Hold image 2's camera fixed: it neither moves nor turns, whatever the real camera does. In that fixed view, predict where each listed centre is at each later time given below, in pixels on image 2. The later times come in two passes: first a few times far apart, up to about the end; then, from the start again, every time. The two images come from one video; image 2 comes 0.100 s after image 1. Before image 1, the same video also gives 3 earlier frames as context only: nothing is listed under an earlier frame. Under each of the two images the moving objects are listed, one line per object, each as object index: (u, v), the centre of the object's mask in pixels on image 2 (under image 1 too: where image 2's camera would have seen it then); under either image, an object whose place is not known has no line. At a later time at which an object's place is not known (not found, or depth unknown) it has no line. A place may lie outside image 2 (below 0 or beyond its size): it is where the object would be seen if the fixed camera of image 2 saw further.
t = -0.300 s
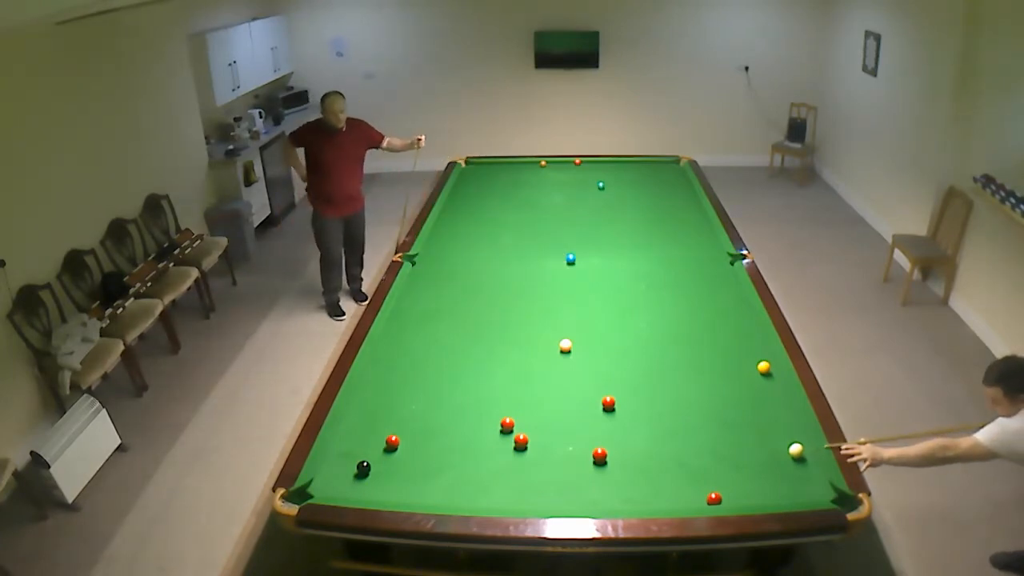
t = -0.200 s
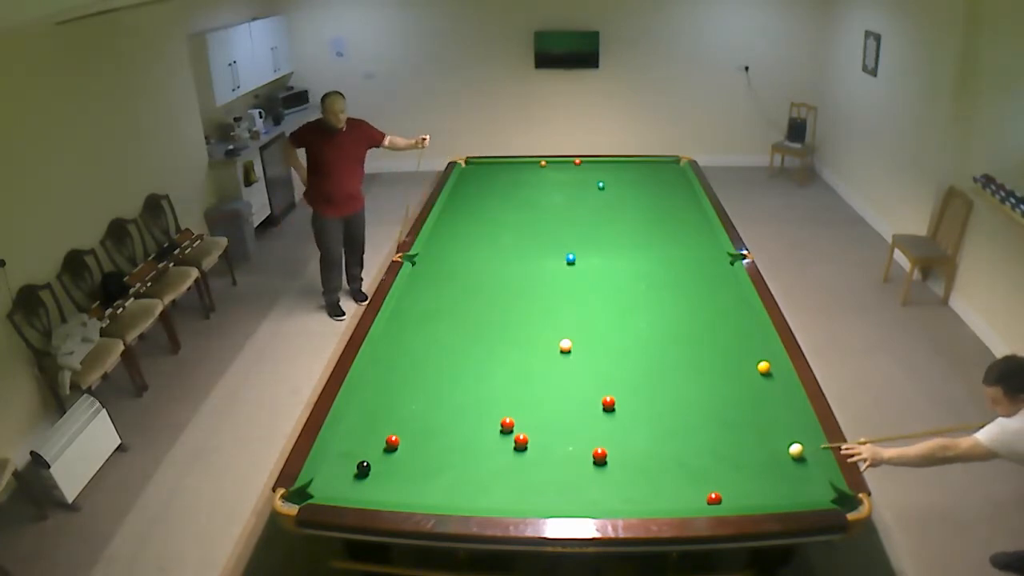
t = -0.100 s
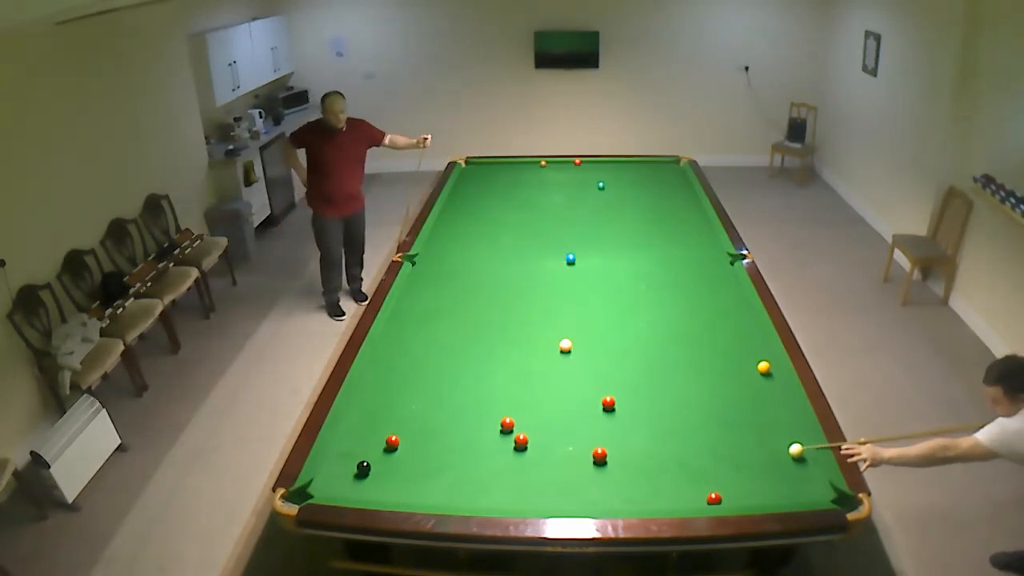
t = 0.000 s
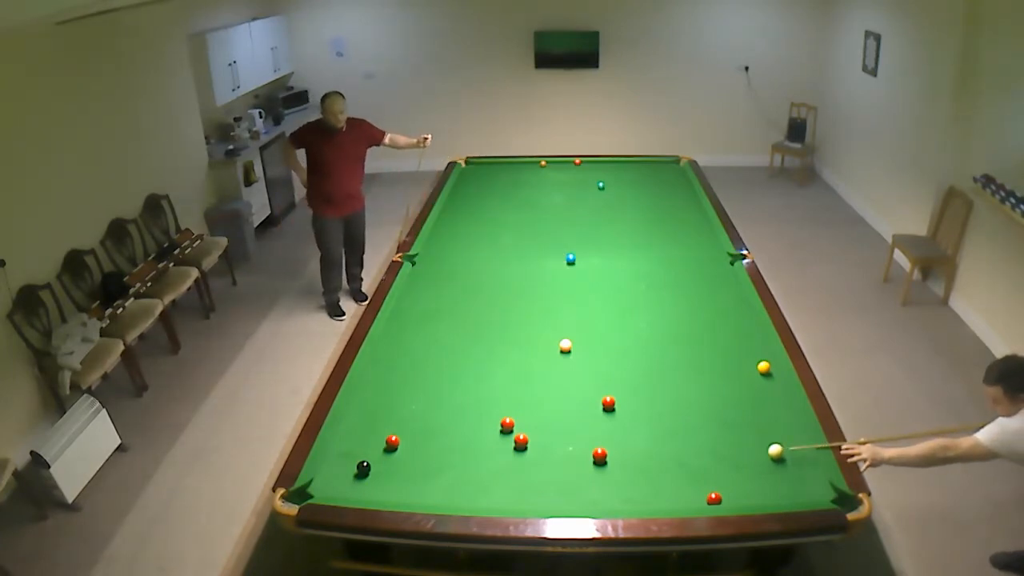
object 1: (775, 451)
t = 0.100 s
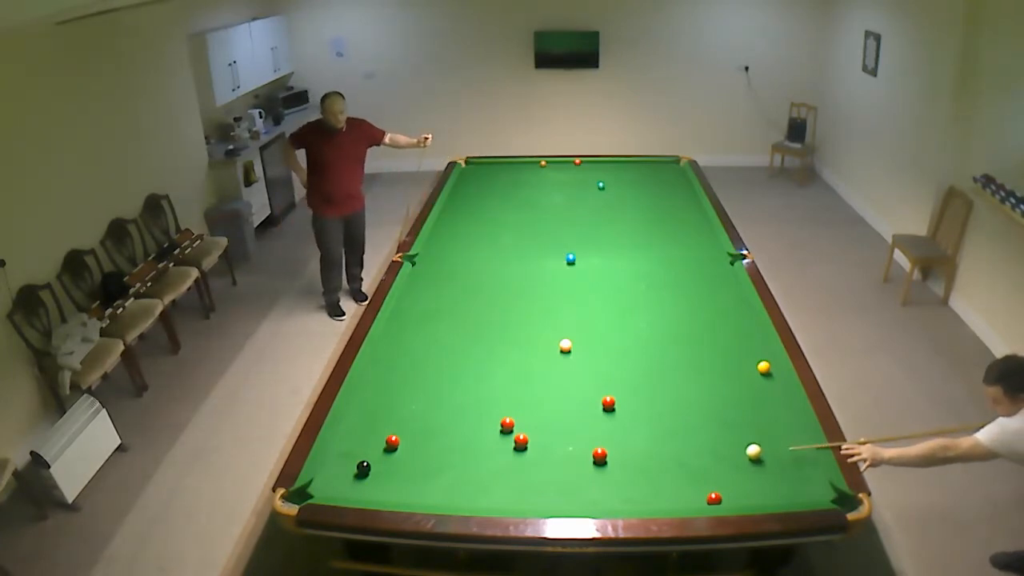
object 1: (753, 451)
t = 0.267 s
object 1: (717, 452)
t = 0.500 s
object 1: (665, 452)
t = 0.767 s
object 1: (613, 450)
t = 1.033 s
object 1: (598, 443)
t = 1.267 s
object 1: (586, 436)
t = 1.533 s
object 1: (573, 430)
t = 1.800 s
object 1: (562, 425)
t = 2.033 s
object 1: (554, 421)
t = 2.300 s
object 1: (545, 417)
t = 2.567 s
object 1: (538, 414)
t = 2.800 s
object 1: (533, 411)
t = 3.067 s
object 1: (528, 409)
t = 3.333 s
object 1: (525, 407)
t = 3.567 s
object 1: (523, 407)
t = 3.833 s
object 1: (521, 406)
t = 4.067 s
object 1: (520, 406)
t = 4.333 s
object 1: (520, 406)
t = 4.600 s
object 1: (521, 406)
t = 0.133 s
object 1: (746, 452)
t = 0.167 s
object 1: (739, 452)
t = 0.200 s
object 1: (731, 452)
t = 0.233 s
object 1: (724, 452)
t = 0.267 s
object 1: (717, 452)
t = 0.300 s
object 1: (709, 452)
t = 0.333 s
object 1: (702, 452)
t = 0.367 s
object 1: (694, 452)
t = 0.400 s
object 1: (687, 452)
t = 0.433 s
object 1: (680, 452)
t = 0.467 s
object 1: (673, 452)
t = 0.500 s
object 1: (665, 452)
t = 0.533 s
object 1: (658, 452)
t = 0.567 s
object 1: (650, 452)
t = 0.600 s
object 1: (643, 452)
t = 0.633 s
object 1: (636, 452)
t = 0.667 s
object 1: (629, 452)
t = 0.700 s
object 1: (621, 452)
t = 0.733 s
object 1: (614, 452)
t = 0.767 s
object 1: (613, 450)
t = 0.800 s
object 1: (611, 449)
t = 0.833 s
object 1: (609, 449)
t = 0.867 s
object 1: (607, 447)
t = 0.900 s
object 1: (605, 447)
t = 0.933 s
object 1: (603, 445)
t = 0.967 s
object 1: (601, 445)
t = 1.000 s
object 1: (600, 444)
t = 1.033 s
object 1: (598, 443)
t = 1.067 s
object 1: (596, 442)
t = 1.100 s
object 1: (594, 441)
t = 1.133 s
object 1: (592, 440)
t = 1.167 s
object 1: (591, 439)
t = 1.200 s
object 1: (589, 438)
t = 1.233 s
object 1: (587, 437)
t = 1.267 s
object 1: (586, 436)
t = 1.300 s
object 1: (584, 436)
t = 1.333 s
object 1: (582, 435)
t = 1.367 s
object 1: (581, 434)
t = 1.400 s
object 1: (579, 433)
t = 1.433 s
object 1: (578, 433)
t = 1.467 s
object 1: (576, 432)
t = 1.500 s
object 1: (575, 431)
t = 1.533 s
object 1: (573, 430)
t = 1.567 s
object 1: (572, 430)
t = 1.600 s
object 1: (570, 429)
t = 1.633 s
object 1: (569, 428)
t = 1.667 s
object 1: (567, 428)
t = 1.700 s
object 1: (566, 427)
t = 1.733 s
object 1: (565, 426)
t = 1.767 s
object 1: (563, 426)
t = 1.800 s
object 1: (562, 425)
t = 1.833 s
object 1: (561, 424)
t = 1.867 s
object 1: (559, 424)
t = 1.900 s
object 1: (558, 423)
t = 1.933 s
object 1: (557, 423)
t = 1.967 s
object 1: (556, 422)
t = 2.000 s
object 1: (555, 422)
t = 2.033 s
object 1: (554, 421)
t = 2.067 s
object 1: (552, 421)
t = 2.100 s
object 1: (551, 420)
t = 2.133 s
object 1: (550, 419)
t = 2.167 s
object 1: (549, 419)
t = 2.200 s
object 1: (548, 418)
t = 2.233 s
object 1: (547, 418)
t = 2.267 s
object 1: (546, 418)
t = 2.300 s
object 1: (545, 417)
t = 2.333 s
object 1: (544, 417)
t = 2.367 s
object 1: (543, 416)
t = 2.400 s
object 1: (542, 416)
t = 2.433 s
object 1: (541, 415)
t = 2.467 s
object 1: (540, 415)
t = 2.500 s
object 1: (540, 414)
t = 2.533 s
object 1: (539, 414)
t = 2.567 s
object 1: (538, 414)
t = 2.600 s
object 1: (537, 413)
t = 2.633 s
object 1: (537, 413)
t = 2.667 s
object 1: (536, 412)
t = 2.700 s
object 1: (535, 412)
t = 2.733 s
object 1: (534, 412)
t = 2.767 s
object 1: (534, 411)
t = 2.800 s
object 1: (533, 411)
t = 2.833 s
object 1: (532, 410)
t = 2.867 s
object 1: (532, 410)
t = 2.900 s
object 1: (531, 410)
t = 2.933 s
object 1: (530, 410)
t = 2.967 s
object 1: (530, 410)
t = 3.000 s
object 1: (529, 409)
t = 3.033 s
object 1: (529, 409)
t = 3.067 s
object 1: (528, 409)
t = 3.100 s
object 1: (528, 409)
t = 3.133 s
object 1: (527, 408)
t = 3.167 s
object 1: (527, 408)
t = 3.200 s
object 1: (527, 408)
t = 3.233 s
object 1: (526, 408)
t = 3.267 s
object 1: (525, 408)
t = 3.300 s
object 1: (525, 407)
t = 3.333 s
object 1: (525, 407)
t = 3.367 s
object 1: (524, 407)
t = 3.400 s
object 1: (524, 407)
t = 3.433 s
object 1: (524, 407)
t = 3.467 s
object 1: (523, 407)
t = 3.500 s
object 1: (523, 407)
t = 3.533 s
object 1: (523, 407)
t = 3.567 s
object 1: (523, 407)
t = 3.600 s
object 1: (522, 407)
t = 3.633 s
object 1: (522, 406)
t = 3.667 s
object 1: (522, 407)
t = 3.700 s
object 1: (522, 406)
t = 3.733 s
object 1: (522, 406)
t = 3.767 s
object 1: (521, 406)
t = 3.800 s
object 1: (521, 406)
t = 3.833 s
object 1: (521, 406)
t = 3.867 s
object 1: (521, 406)
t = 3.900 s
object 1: (521, 406)
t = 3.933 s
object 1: (521, 406)
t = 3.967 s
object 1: (520, 406)
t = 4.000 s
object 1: (520, 406)
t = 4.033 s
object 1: (520, 406)
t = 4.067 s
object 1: (520, 406)
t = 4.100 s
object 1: (520, 406)
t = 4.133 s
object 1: (520, 406)
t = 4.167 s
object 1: (521, 406)
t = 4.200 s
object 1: (521, 406)
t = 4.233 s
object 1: (520, 406)
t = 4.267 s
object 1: (521, 406)
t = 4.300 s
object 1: (520, 406)
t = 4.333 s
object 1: (520, 406)
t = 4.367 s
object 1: (521, 406)
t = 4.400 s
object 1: (521, 406)
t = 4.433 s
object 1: (521, 406)
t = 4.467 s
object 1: (521, 406)
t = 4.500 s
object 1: (521, 406)
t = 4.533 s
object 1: (521, 406)
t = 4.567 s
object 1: (521, 406)
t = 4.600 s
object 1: (521, 406)
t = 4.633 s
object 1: (521, 406)
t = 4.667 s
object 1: (521, 406)
